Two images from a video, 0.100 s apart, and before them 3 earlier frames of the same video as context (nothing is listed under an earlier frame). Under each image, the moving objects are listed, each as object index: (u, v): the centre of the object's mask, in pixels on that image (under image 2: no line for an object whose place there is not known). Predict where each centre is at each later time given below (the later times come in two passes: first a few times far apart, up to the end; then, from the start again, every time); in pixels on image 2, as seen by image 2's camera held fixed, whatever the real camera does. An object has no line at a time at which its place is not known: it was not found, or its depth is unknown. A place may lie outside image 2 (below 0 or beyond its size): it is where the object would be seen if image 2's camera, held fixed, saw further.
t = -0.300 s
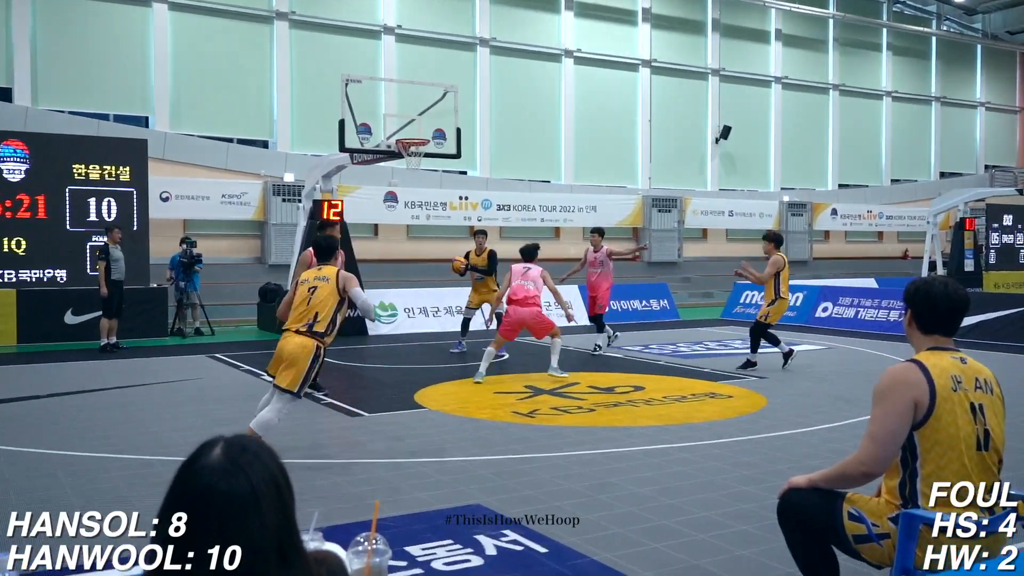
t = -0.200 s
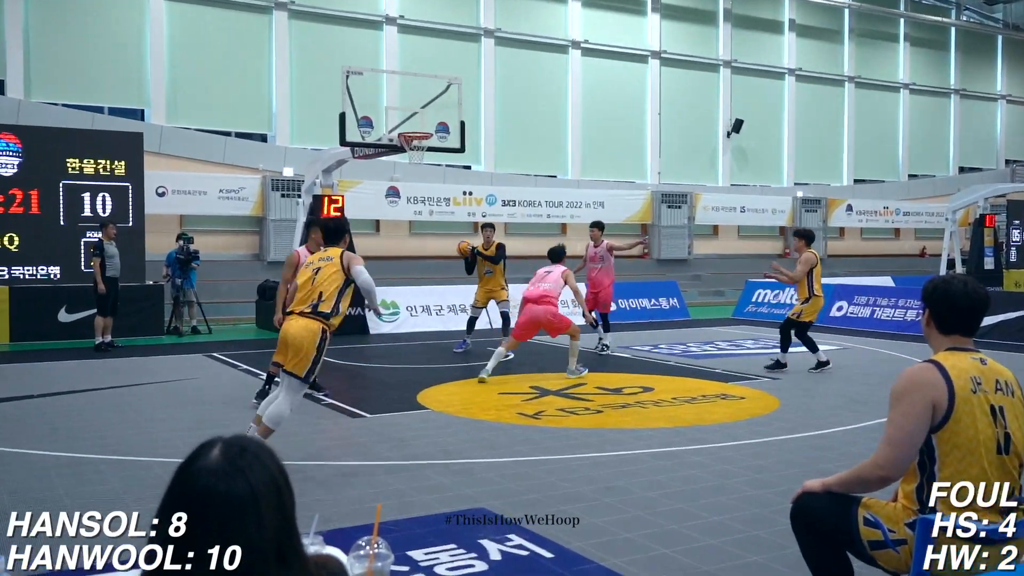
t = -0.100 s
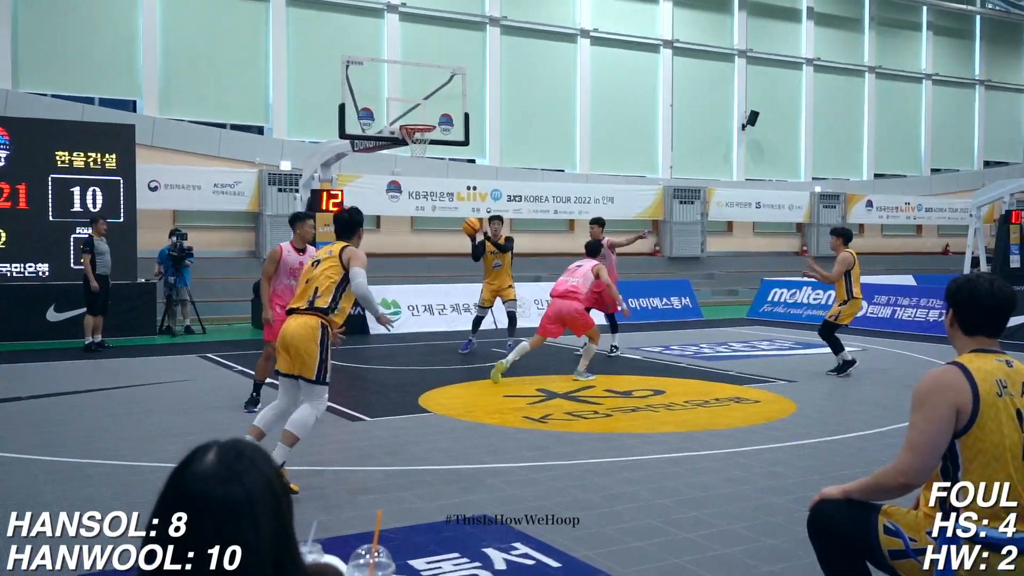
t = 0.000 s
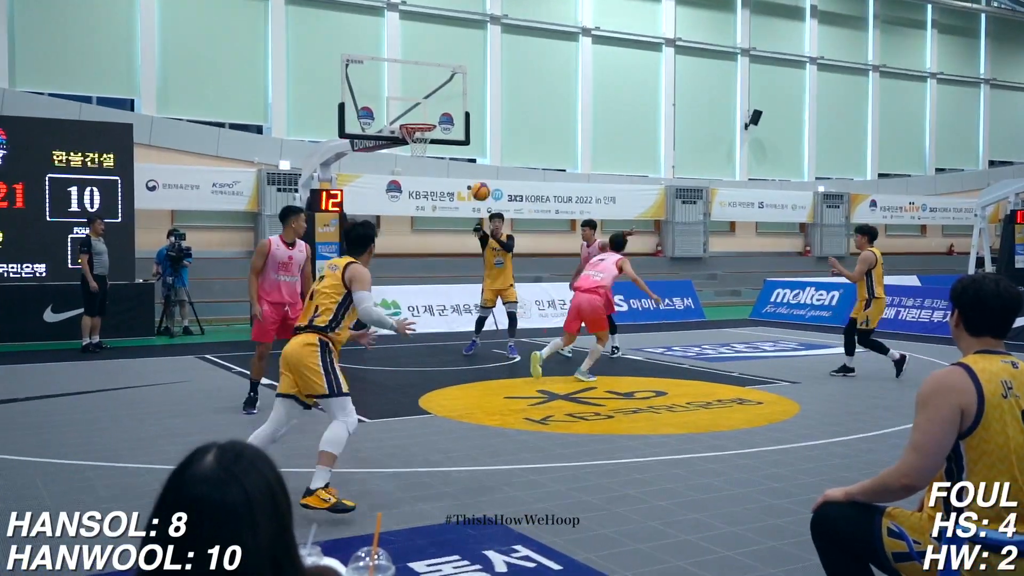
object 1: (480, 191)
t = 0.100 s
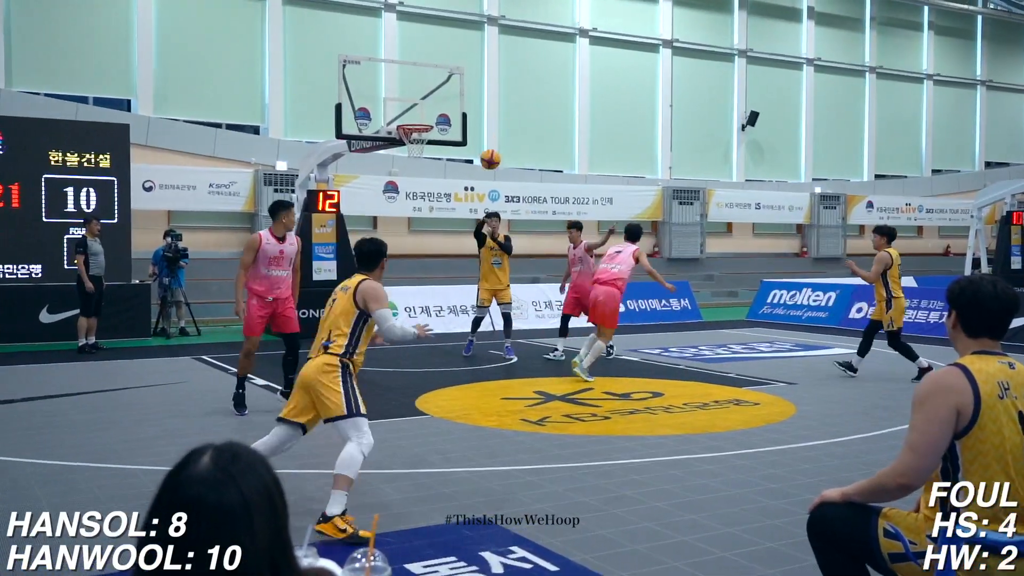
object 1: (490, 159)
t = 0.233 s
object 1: (509, 123)
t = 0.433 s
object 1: (542, 90)
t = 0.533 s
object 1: (564, 85)
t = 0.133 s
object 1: (495, 149)
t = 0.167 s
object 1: (499, 140)
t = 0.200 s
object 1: (504, 132)
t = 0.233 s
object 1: (509, 123)
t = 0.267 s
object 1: (514, 117)
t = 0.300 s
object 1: (519, 109)
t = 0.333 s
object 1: (524, 103)
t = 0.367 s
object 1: (530, 98)
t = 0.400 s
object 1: (536, 94)
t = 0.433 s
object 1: (542, 90)
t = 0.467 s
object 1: (549, 87)
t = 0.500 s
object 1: (556, 86)
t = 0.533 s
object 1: (564, 85)
